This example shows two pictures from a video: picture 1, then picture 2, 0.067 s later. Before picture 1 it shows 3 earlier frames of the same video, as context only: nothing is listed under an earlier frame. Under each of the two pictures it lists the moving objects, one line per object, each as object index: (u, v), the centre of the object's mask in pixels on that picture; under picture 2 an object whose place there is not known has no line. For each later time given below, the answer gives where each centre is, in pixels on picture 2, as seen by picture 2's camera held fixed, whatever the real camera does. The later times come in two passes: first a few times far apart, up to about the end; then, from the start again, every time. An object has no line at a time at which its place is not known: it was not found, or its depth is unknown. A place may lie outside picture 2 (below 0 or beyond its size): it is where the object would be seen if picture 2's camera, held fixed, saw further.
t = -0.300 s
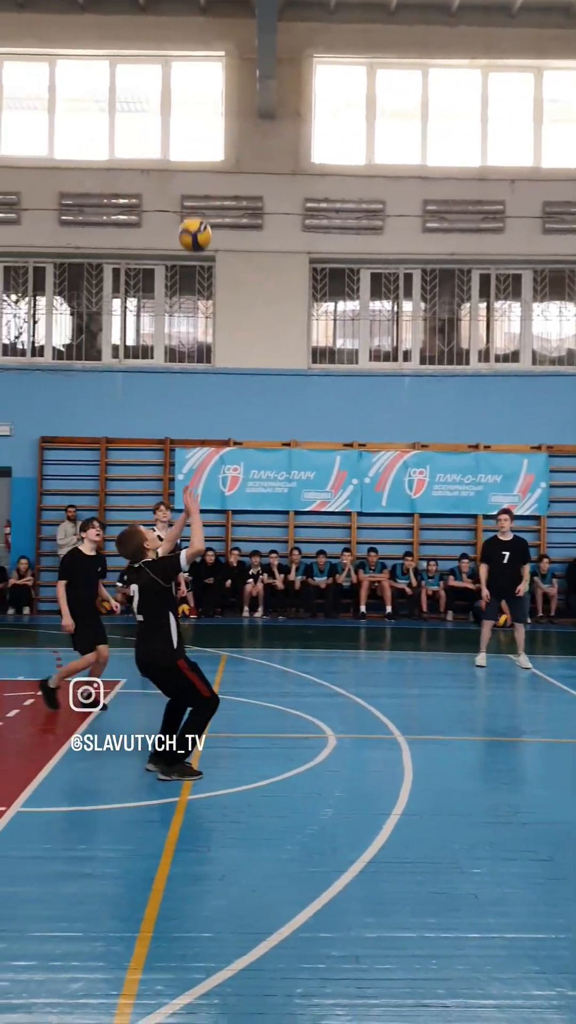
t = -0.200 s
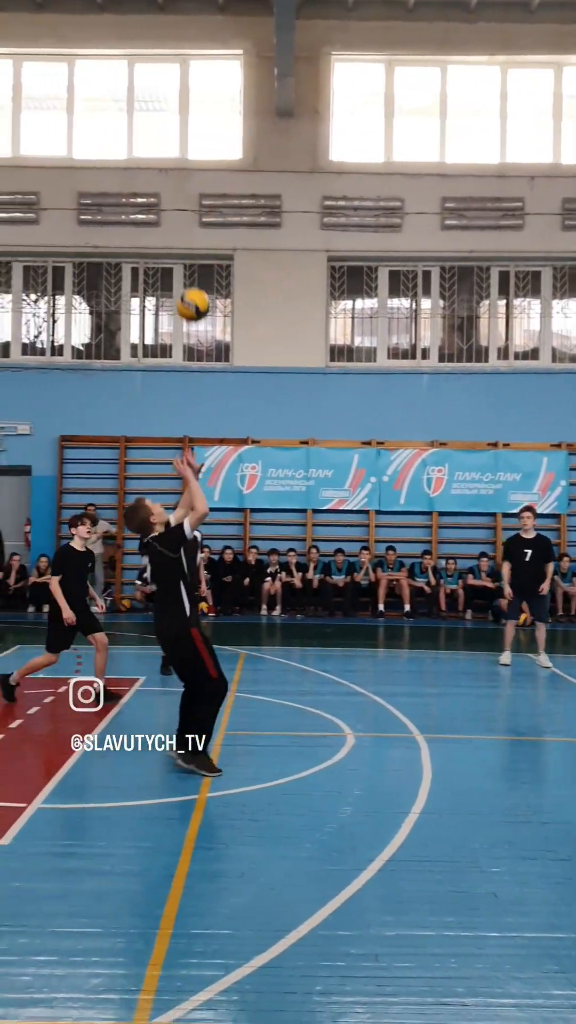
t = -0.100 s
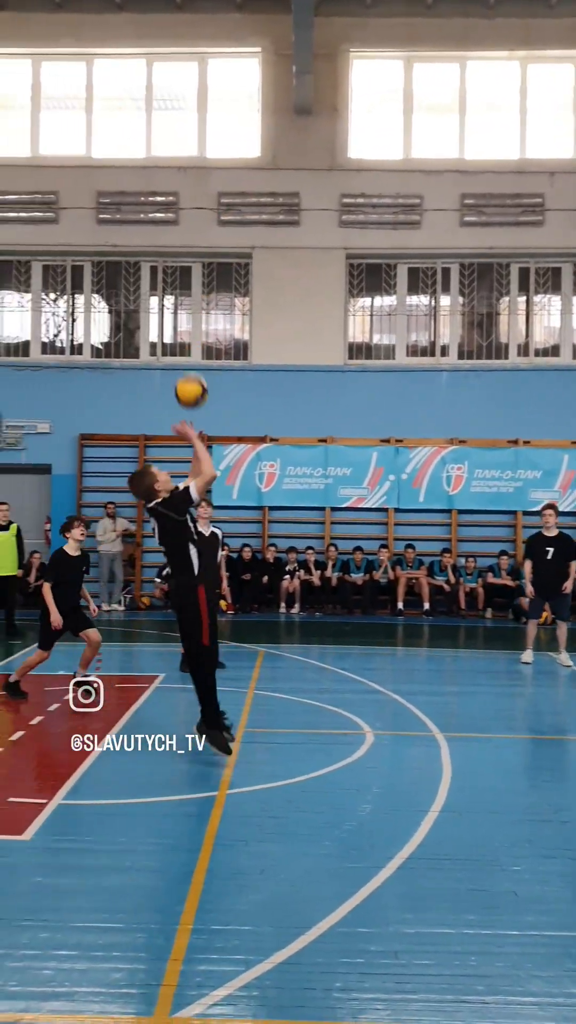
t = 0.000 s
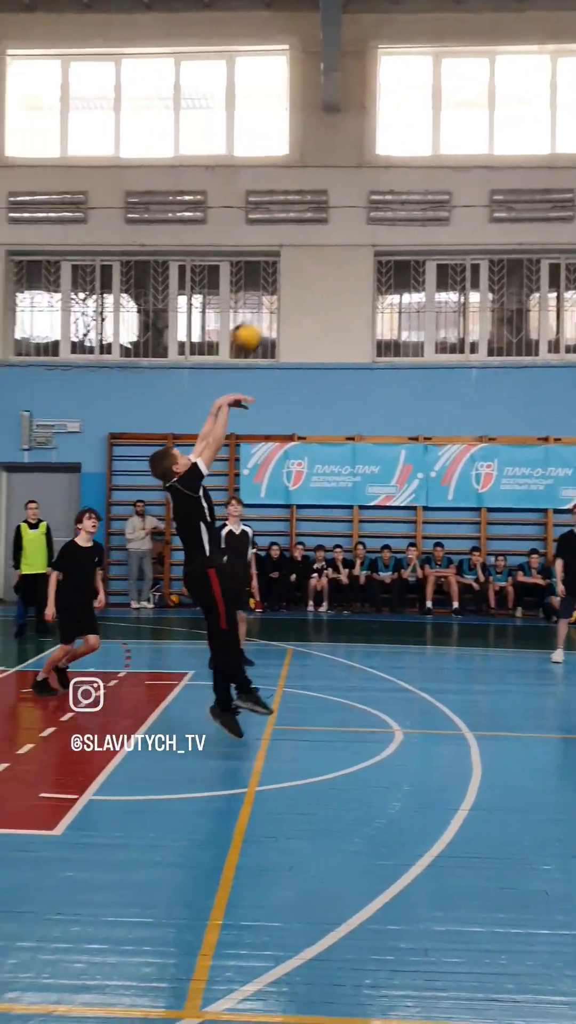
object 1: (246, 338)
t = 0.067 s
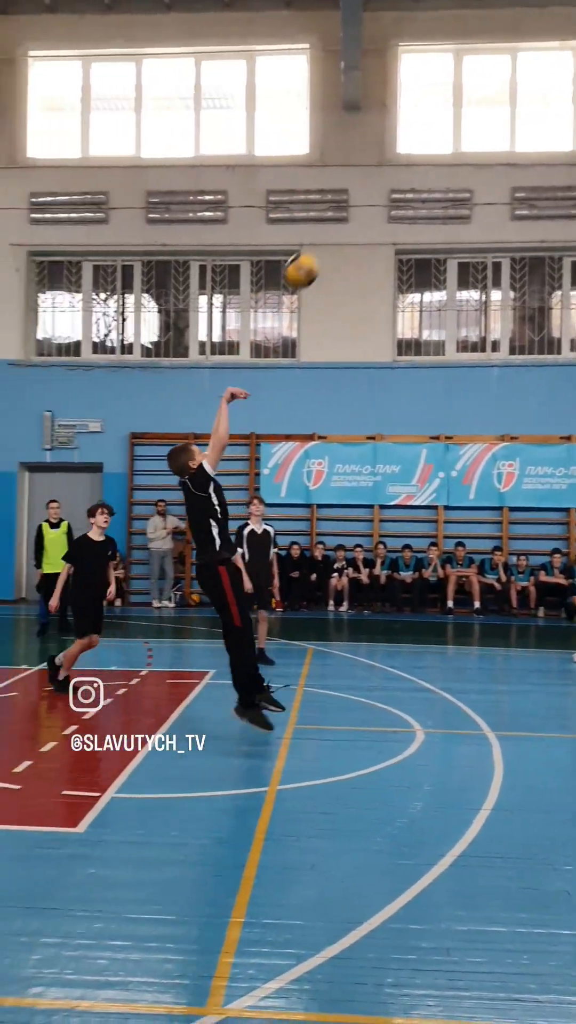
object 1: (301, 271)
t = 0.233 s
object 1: (383, 146)
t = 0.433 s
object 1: (476, 60)
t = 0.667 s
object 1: (575, 36)
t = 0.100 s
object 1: (318, 241)
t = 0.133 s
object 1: (334, 214)
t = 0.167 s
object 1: (352, 189)
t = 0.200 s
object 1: (368, 166)
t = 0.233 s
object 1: (383, 146)
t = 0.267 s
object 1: (398, 128)
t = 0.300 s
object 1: (417, 109)
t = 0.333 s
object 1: (432, 95)
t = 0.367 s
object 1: (448, 82)
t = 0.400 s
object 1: (462, 70)
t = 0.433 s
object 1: (476, 60)
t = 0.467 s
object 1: (491, 51)
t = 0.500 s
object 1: (505, 46)
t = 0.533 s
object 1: (519, 41)
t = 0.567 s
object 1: (533, 37)
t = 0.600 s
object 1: (548, 35)
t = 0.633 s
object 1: (562, 34)
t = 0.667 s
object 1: (575, 36)
